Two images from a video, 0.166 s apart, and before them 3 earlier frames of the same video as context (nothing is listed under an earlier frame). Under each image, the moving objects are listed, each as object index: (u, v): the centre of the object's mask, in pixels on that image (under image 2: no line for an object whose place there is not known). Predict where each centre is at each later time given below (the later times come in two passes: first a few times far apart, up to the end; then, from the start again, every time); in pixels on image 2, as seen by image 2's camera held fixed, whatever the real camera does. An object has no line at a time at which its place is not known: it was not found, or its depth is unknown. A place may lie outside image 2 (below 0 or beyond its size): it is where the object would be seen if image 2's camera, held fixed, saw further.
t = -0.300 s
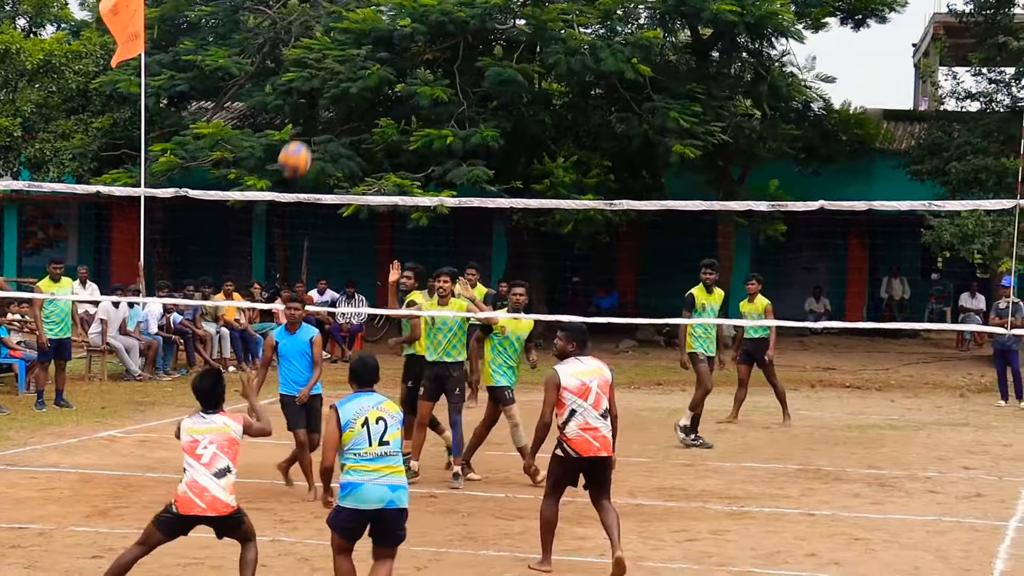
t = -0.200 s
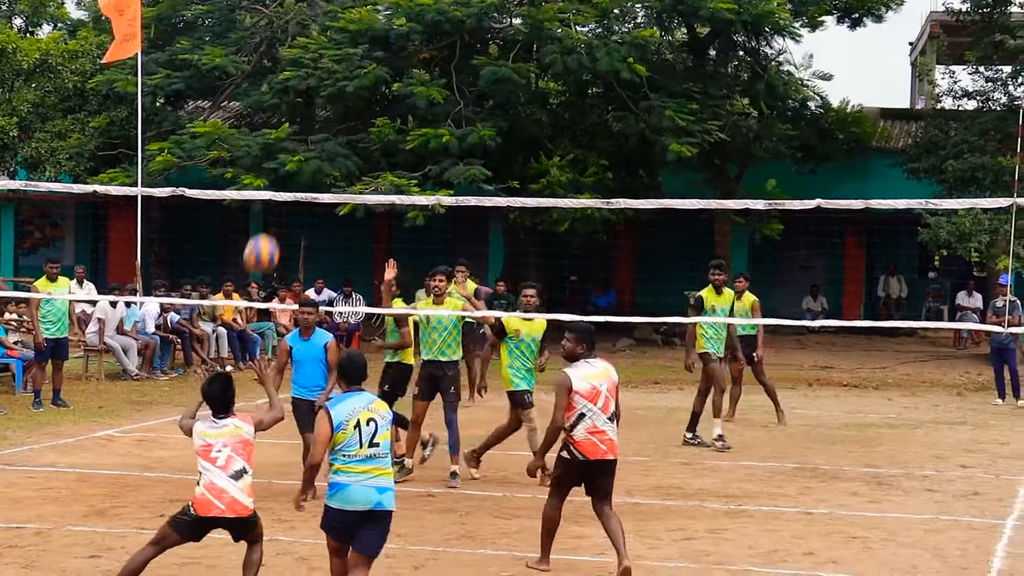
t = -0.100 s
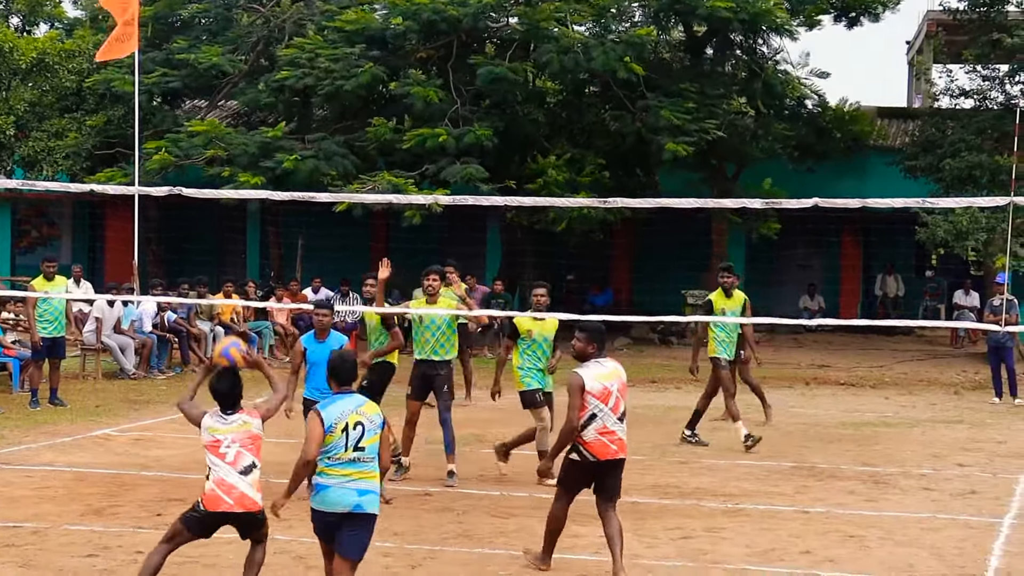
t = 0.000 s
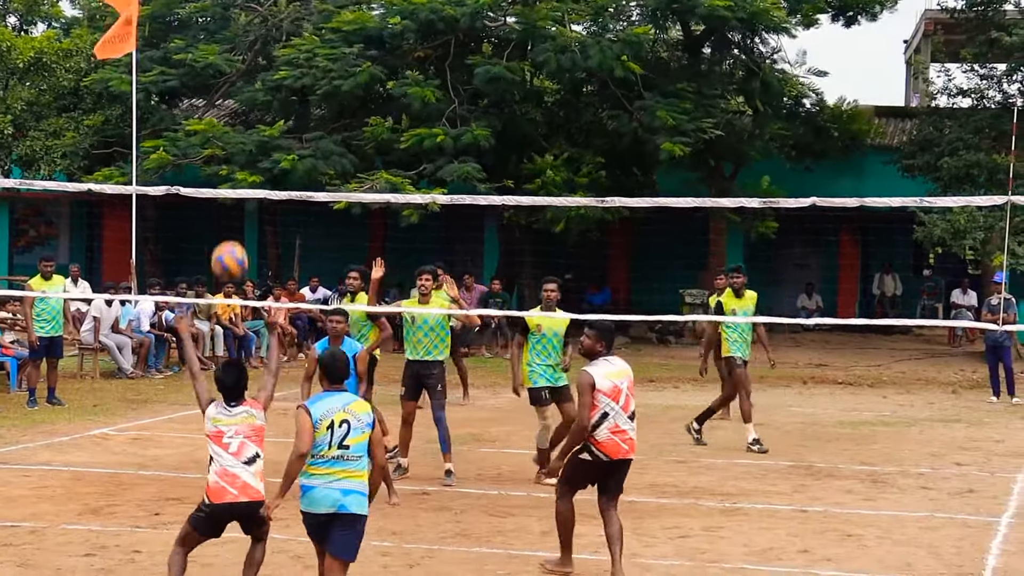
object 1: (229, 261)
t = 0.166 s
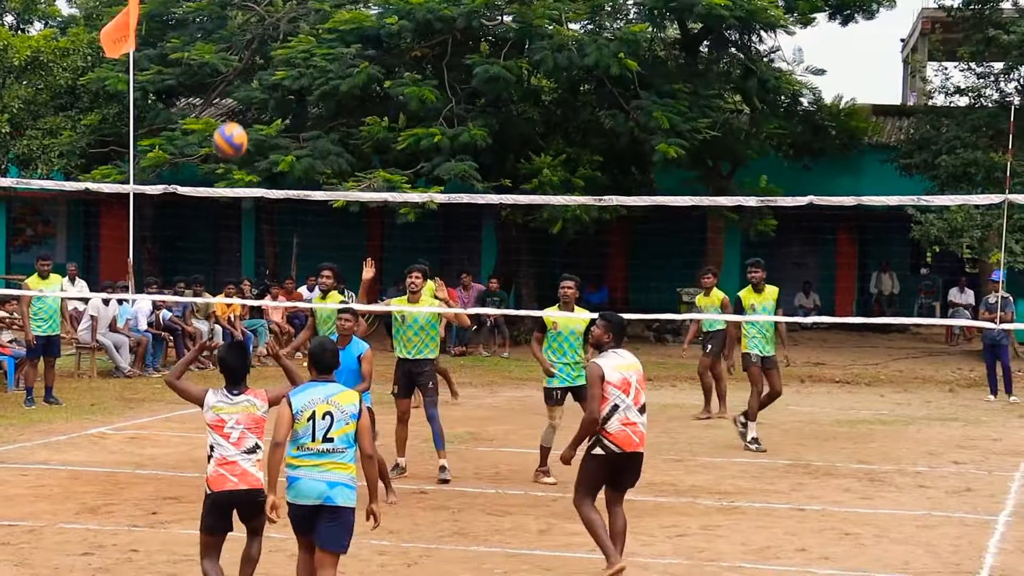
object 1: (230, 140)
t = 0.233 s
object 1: (231, 106)
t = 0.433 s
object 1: (232, 50)
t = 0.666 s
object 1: (234, 62)
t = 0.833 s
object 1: (234, 114)
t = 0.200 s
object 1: (231, 122)
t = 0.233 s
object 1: (231, 106)
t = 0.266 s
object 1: (231, 93)
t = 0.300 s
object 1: (231, 80)
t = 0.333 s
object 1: (231, 70)
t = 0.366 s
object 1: (232, 62)
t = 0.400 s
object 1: (232, 55)
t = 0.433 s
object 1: (232, 50)
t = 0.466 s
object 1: (233, 48)
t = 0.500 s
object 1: (233, 46)
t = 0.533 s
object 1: (233, 46)
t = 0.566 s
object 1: (233, 48)
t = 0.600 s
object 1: (234, 51)
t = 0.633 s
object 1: (234, 55)
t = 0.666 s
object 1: (234, 62)
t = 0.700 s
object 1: (234, 69)
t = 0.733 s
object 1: (234, 78)
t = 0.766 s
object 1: (234, 89)
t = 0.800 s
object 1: (235, 100)
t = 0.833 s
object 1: (234, 114)
